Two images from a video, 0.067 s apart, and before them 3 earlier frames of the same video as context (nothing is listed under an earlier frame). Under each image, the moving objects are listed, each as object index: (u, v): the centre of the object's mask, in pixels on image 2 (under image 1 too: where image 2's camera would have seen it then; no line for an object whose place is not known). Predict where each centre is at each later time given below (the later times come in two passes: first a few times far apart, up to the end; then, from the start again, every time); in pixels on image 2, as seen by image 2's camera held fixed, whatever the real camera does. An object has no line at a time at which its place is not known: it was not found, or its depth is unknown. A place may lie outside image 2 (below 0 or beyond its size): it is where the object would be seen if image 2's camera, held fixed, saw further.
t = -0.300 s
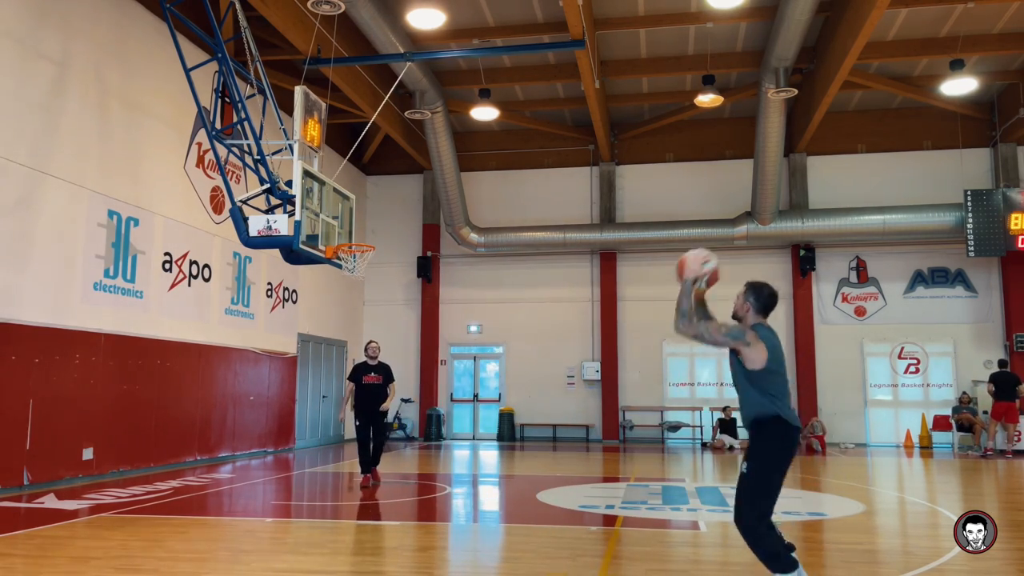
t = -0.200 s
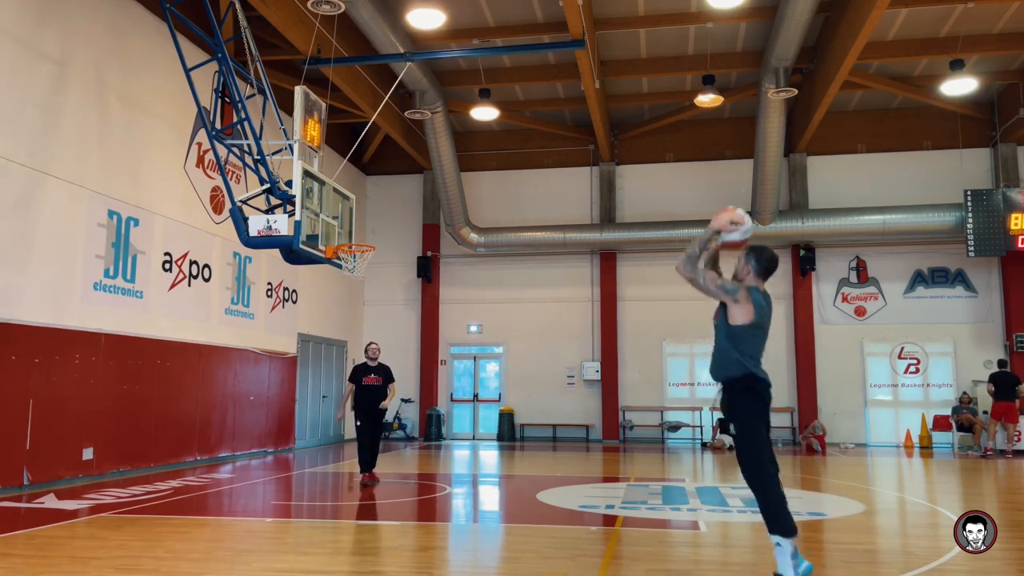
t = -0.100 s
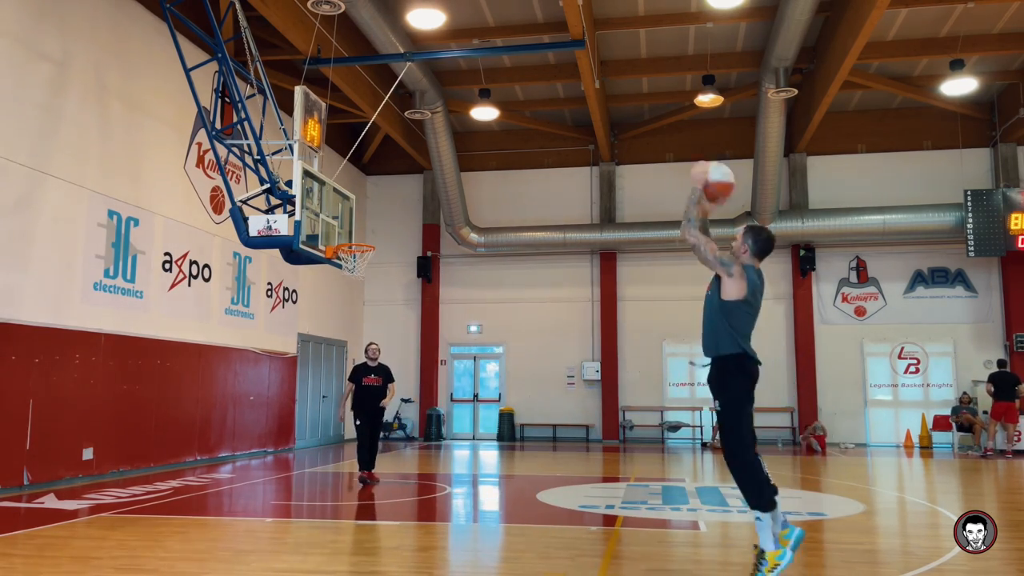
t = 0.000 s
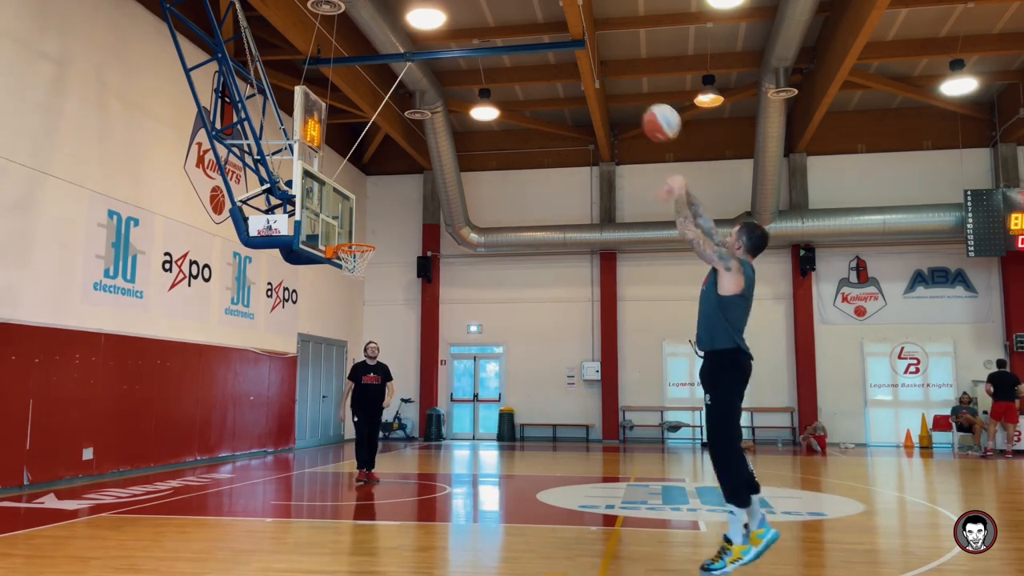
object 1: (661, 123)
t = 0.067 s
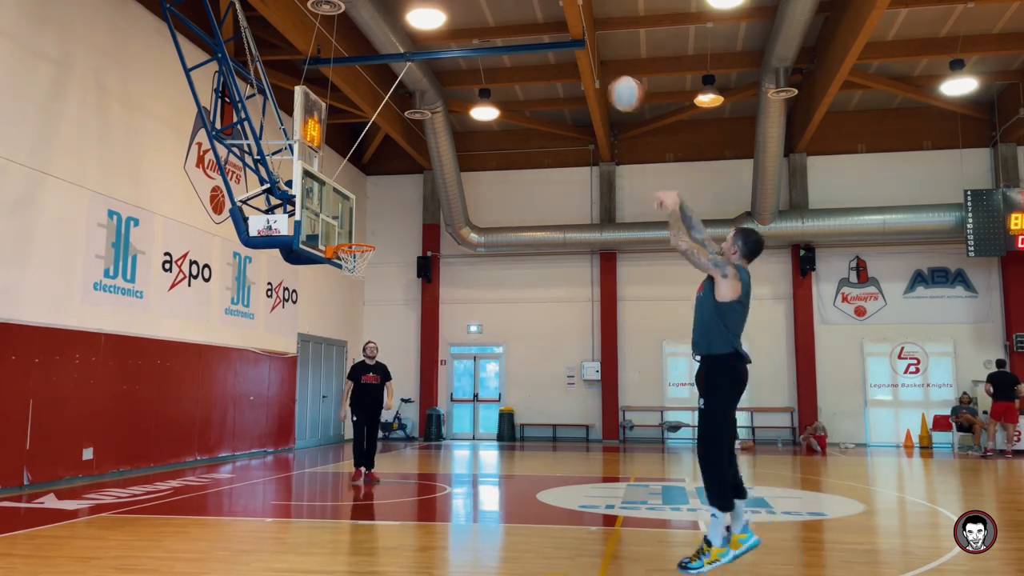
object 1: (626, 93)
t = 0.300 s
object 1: (532, 54)
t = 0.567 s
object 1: (461, 81)
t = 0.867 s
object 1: (403, 167)
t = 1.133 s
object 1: (382, 229)
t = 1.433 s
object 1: (404, 226)
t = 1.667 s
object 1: (419, 264)
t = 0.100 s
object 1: (610, 83)
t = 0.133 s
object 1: (595, 74)
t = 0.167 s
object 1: (580, 66)
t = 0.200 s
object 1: (568, 62)
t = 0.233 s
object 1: (555, 58)
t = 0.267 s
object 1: (543, 55)
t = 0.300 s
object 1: (532, 54)
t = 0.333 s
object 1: (522, 54)
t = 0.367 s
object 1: (512, 55)
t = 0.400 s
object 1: (502, 57)
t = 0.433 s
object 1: (493, 60)
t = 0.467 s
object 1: (485, 64)
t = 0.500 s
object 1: (476, 69)
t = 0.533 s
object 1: (468, 74)
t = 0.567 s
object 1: (461, 81)
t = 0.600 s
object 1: (453, 88)
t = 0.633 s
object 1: (446, 96)
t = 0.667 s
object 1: (440, 104)
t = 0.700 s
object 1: (433, 112)
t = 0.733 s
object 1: (426, 123)
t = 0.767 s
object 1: (421, 133)
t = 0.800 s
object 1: (415, 143)
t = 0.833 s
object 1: (409, 155)
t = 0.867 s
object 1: (403, 167)
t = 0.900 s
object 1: (399, 179)
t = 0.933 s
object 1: (393, 192)
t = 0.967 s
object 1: (388, 205)
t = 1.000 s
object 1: (383, 218)
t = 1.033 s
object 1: (378, 232)
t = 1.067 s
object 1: (377, 239)
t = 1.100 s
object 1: (379, 234)
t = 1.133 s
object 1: (382, 229)
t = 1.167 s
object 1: (385, 225)
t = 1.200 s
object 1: (388, 223)
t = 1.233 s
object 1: (390, 221)
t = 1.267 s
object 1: (393, 220)
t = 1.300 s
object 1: (395, 219)
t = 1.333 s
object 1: (398, 220)
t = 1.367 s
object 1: (400, 221)
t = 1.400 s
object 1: (402, 223)
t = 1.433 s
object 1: (404, 226)
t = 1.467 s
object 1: (408, 230)
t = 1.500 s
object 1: (409, 234)
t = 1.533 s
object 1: (411, 238)
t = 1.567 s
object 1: (413, 244)
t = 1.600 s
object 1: (415, 249)
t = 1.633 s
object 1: (417, 257)
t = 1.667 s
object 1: (419, 264)
